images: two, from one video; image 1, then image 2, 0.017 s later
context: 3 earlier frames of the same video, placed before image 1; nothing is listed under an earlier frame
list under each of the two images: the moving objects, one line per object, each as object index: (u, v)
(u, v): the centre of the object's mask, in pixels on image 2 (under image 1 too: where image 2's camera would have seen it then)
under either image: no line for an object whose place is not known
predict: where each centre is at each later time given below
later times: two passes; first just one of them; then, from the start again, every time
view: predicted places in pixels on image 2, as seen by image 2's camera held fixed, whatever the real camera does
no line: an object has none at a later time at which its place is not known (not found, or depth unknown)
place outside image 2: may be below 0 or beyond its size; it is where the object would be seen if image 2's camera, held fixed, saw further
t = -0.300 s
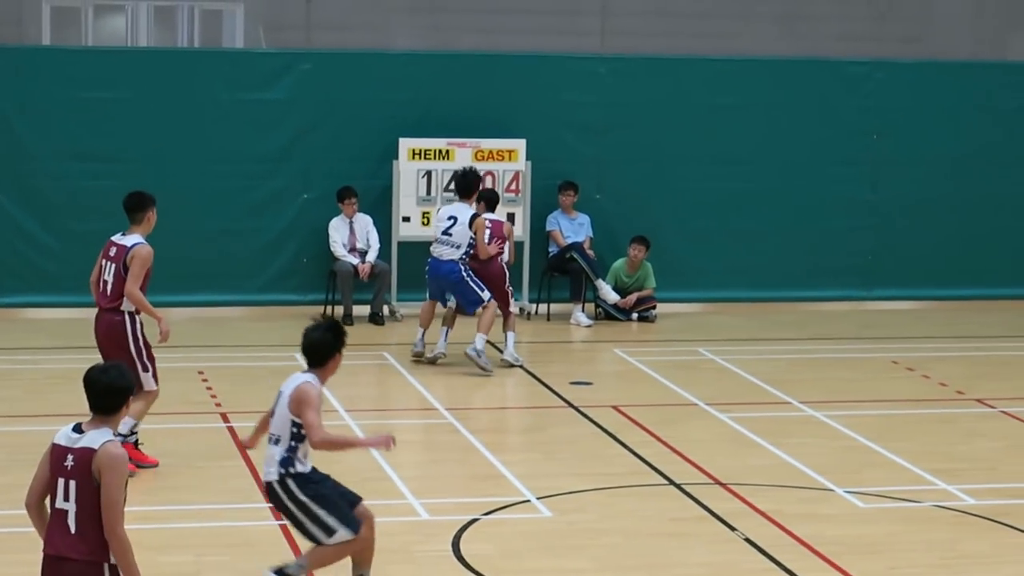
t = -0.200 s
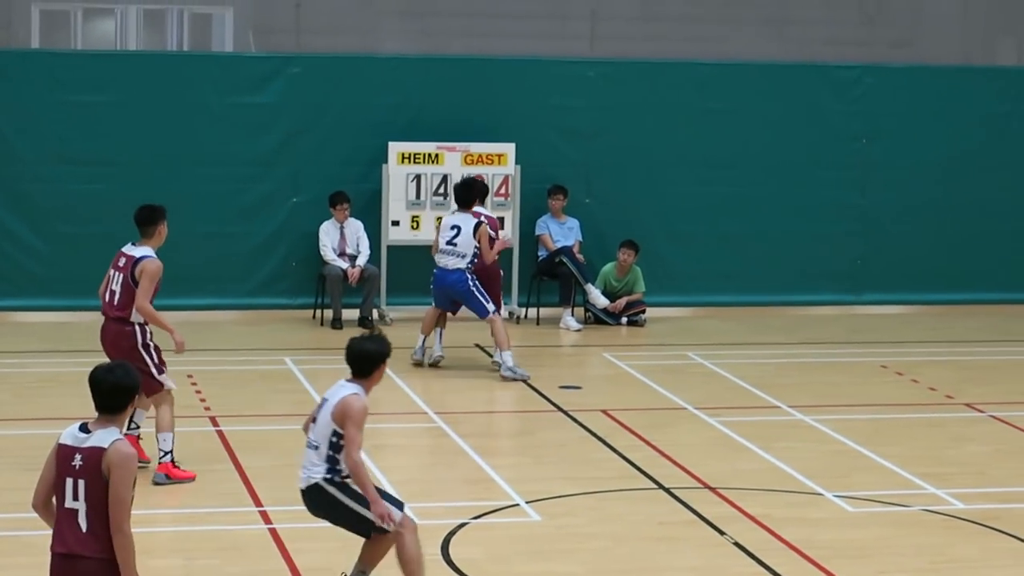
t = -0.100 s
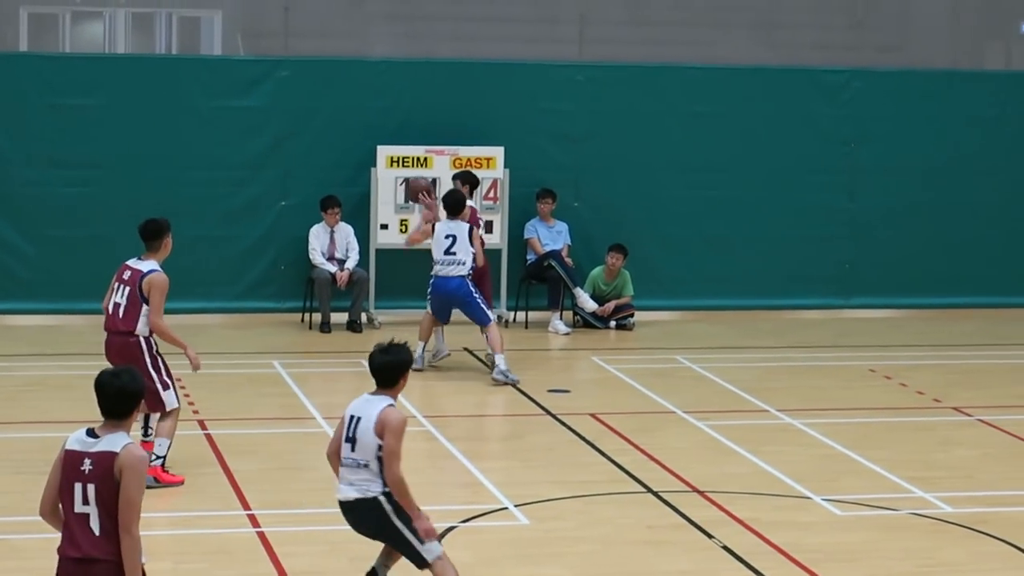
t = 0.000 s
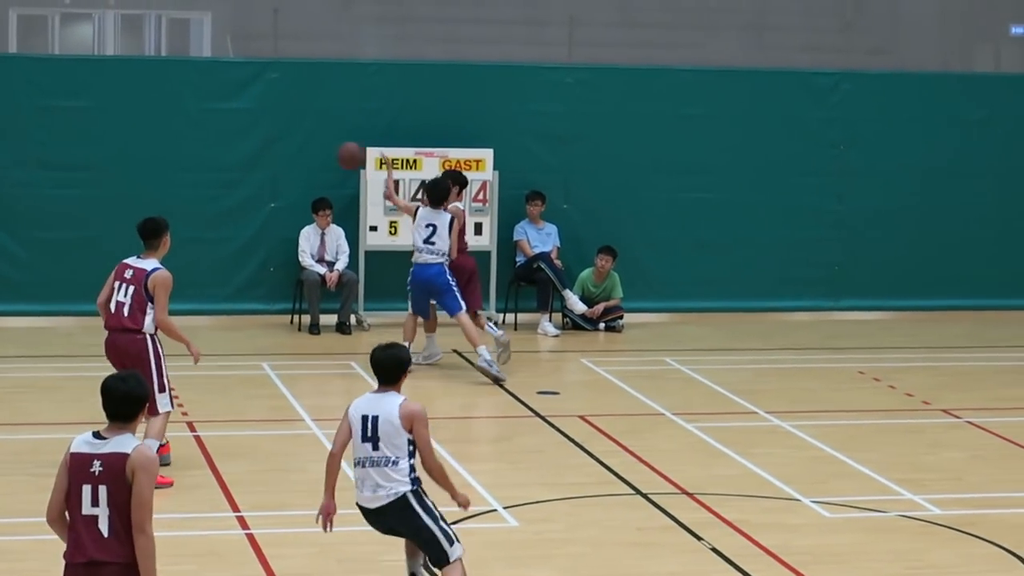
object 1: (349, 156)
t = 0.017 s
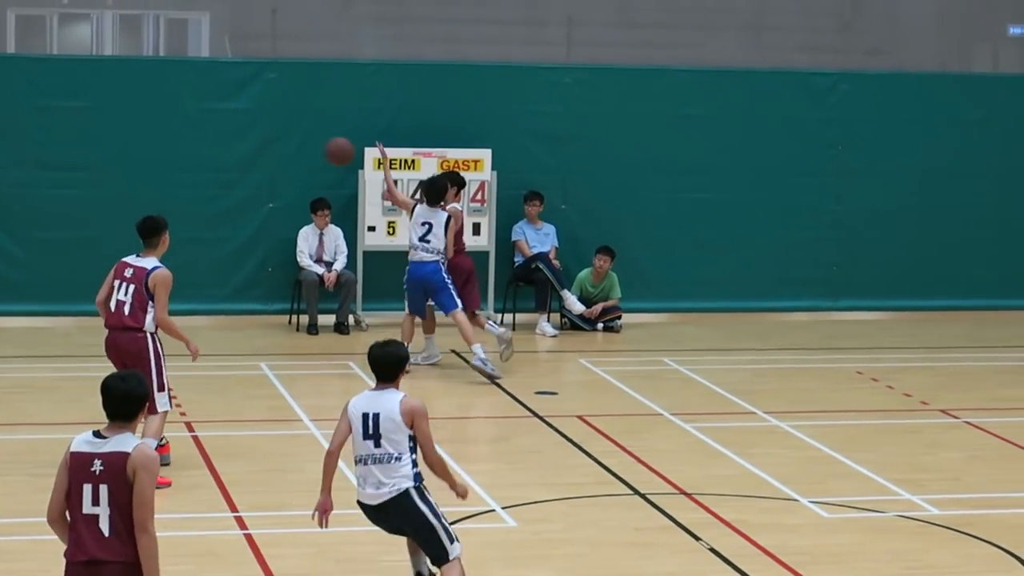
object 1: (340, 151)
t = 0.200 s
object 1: (225, 117)
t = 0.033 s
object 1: (330, 146)
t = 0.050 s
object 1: (319, 142)
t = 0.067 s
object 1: (310, 138)
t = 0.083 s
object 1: (299, 134)
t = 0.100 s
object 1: (289, 131)
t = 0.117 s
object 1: (279, 127)
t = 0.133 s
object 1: (268, 125)
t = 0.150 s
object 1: (258, 122)
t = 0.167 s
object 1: (247, 120)
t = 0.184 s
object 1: (236, 118)
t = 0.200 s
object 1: (225, 117)
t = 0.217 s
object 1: (214, 116)
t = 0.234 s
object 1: (203, 115)
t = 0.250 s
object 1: (192, 114)
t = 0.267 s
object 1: (180, 114)
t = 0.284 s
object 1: (168, 114)
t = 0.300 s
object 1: (157, 114)
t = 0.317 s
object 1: (145, 114)
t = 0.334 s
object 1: (132, 115)
